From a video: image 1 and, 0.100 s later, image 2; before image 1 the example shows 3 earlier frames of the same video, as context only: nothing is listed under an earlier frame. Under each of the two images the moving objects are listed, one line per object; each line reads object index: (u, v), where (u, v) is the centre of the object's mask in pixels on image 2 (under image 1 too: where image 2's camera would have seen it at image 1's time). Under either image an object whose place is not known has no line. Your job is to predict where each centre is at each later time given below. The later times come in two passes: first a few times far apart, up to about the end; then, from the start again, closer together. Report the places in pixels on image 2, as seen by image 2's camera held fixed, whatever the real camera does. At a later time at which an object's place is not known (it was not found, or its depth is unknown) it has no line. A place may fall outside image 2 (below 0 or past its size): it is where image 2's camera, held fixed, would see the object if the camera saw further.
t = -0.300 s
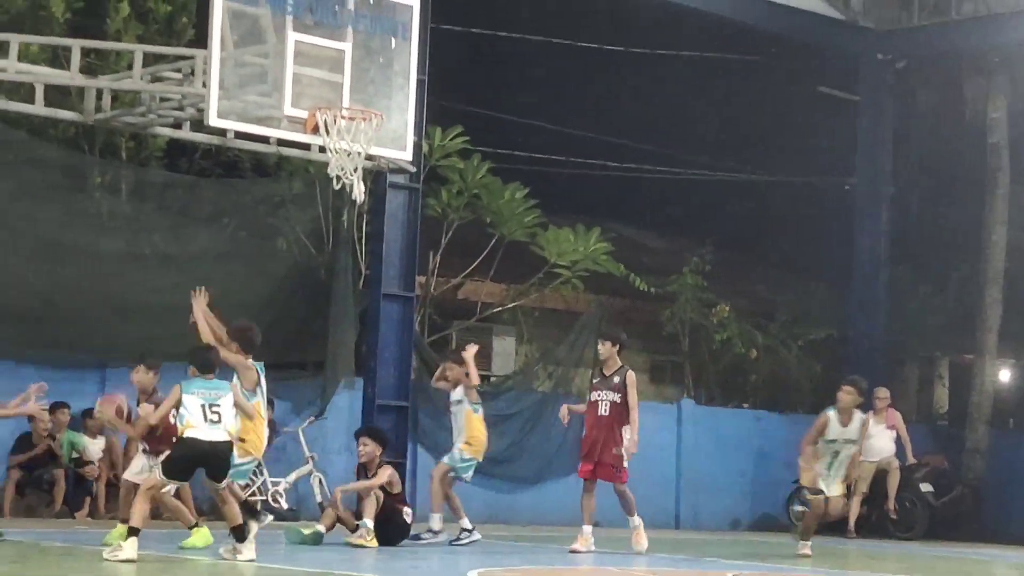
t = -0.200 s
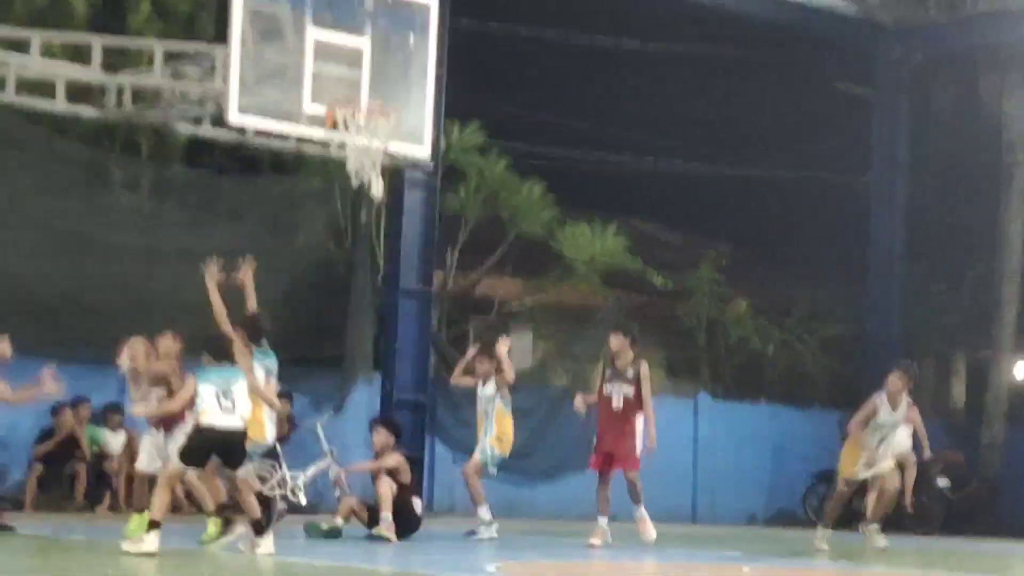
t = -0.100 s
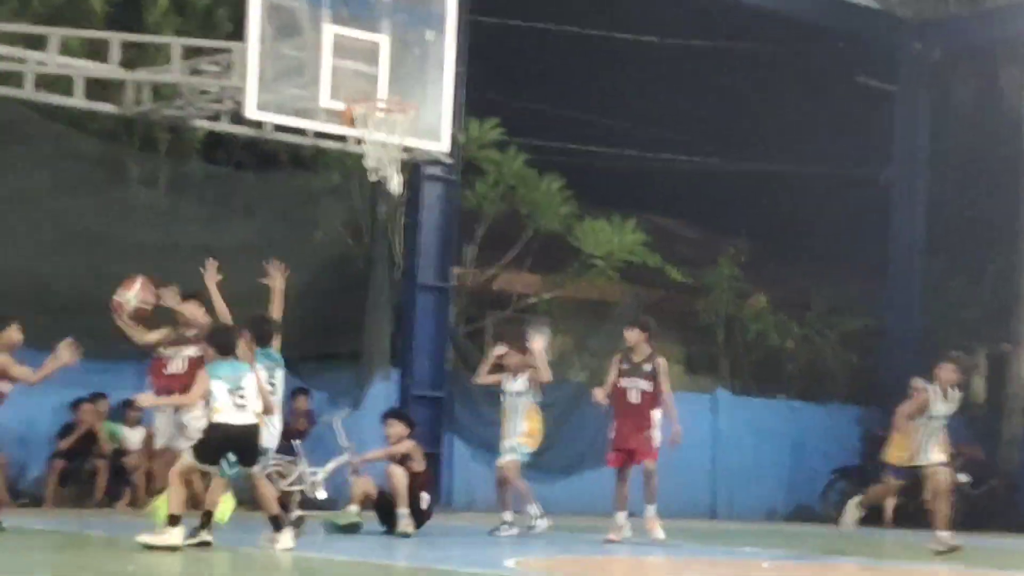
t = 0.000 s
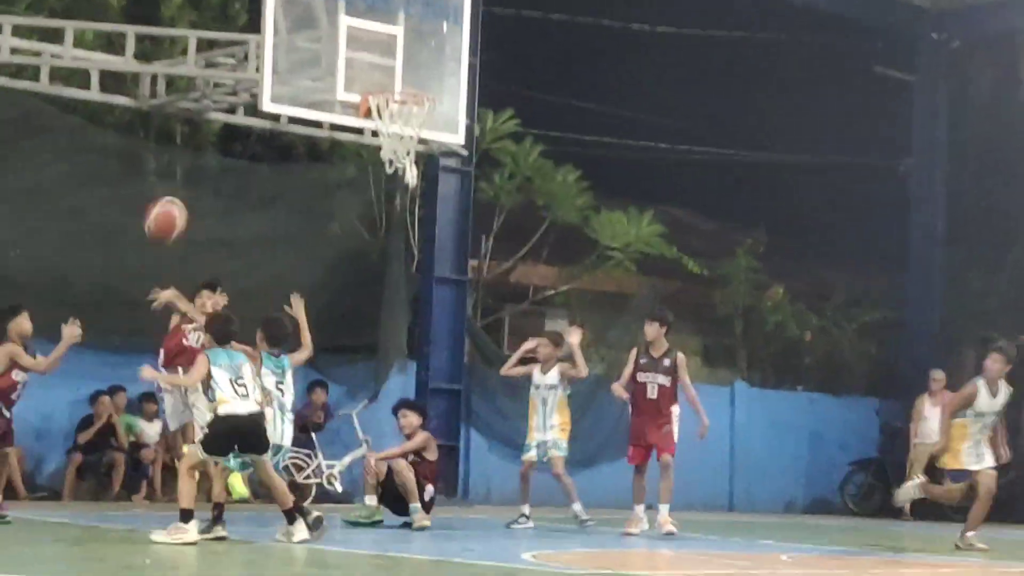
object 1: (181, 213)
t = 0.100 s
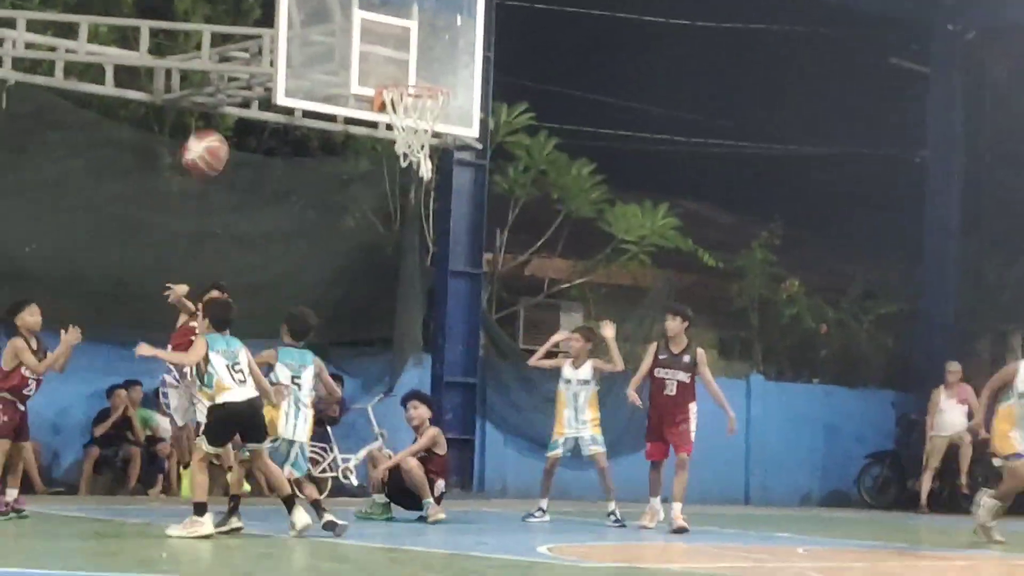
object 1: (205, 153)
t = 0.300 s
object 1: (256, 73)
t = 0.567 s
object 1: (339, 68)
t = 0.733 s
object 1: (403, 156)
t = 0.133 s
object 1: (214, 136)
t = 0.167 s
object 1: (221, 121)
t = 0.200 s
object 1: (232, 106)
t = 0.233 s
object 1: (240, 93)
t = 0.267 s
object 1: (248, 83)
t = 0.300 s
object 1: (256, 73)
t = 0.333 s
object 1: (265, 65)
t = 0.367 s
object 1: (275, 59)
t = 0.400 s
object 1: (284, 54)
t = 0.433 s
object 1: (296, 52)
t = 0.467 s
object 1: (306, 52)
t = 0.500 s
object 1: (316, 55)
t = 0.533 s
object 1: (327, 60)
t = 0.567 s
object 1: (339, 68)
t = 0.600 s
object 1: (349, 79)
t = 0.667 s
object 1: (376, 108)
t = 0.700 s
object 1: (389, 129)
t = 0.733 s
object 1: (403, 156)
